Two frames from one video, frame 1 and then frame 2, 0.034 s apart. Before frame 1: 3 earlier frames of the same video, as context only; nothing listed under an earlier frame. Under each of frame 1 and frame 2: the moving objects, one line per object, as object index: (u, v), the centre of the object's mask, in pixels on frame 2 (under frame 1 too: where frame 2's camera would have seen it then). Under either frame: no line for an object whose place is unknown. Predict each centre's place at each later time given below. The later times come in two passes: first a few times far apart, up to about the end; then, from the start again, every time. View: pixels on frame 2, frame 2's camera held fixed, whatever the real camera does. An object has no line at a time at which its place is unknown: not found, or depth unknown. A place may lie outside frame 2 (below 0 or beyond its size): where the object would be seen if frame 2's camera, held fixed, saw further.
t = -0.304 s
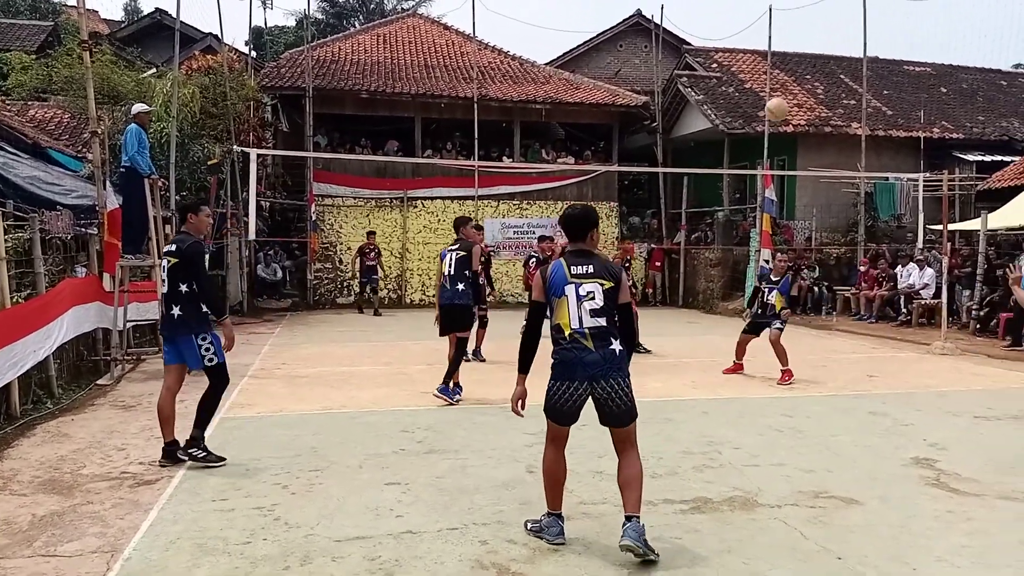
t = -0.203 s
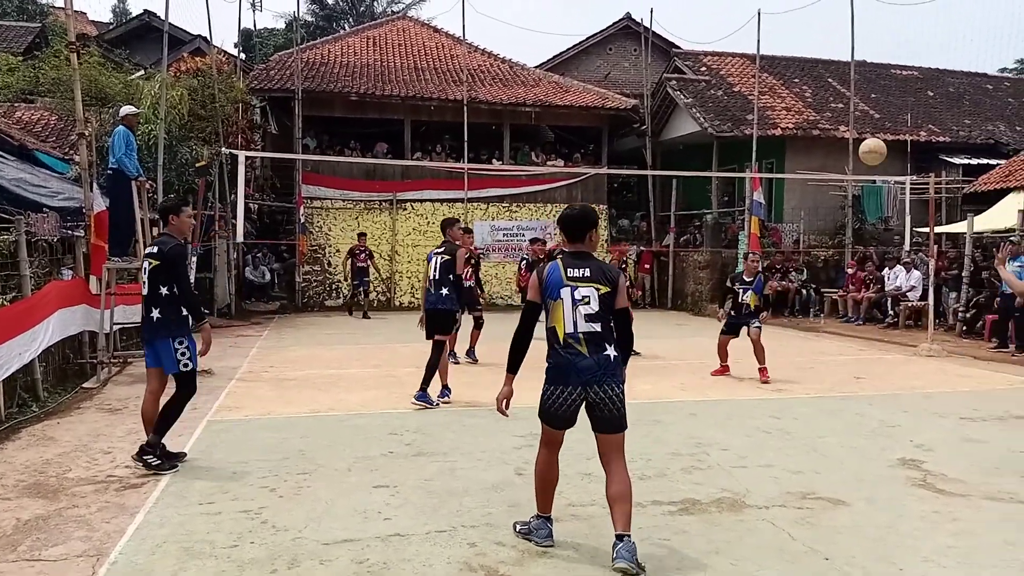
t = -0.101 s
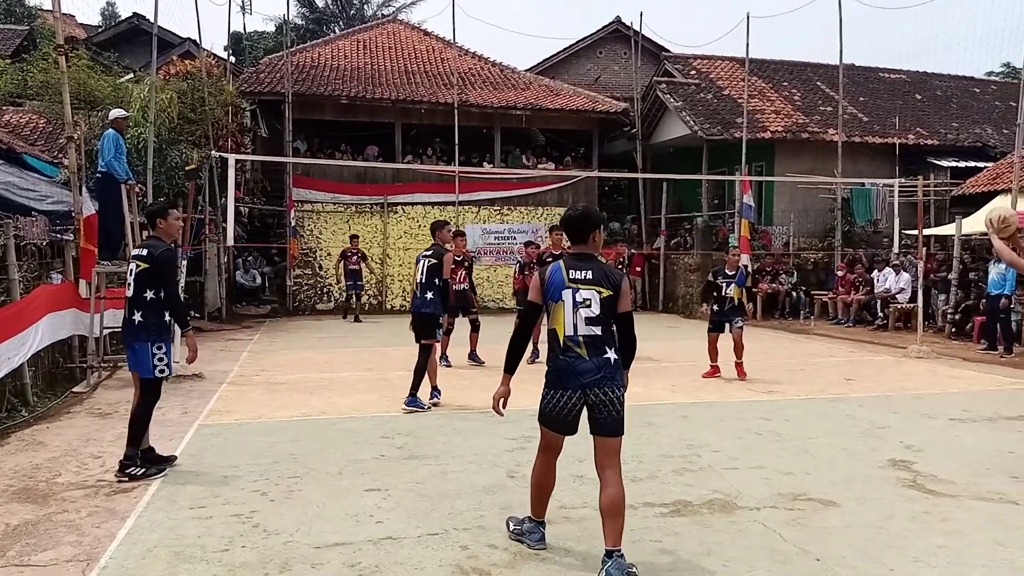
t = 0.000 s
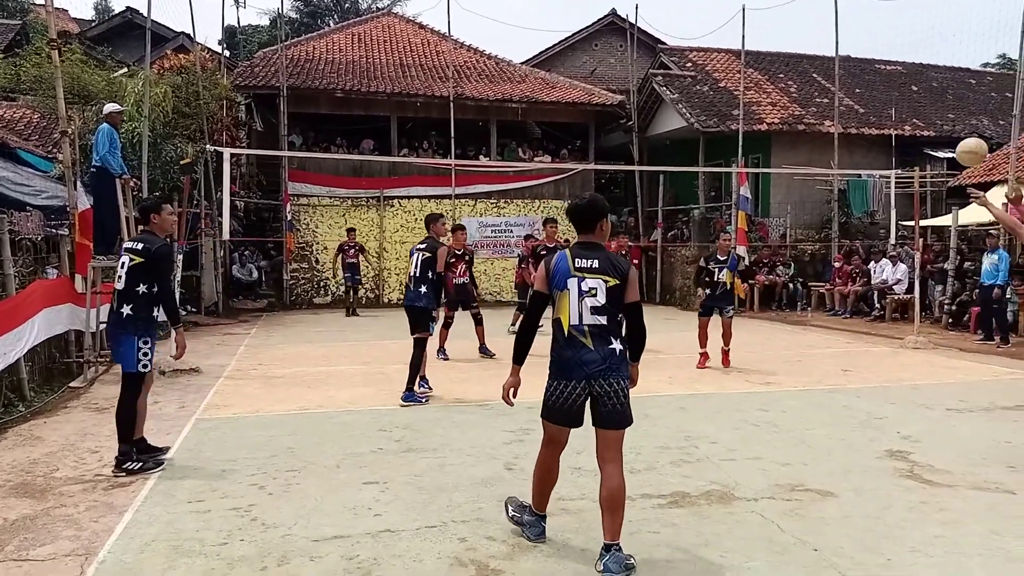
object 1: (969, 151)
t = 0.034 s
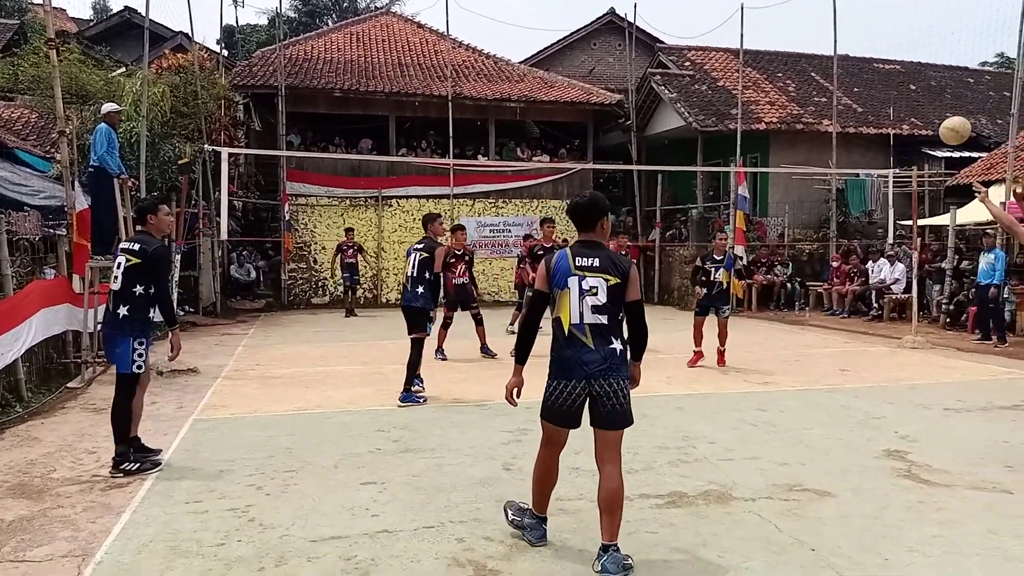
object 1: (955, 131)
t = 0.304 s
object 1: (855, 37)
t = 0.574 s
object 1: (777, 42)
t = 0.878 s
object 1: (709, 126)
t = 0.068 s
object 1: (941, 112)
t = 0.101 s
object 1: (927, 96)
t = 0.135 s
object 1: (914, 81)
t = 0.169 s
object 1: (902, 70)
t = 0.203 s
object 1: (889, 59)
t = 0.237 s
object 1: (877, 51)
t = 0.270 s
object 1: (866, 43)
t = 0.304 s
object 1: (855, 37)
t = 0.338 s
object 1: (844, 33)
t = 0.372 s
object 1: (833, 30)
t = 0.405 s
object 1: (823, 29)
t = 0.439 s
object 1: (813, 29)
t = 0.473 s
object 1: (804, 30)
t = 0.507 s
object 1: (795, 33)
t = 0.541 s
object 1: (786, 37)
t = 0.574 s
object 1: (777, 42)
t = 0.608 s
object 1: (768, 48)
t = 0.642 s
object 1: (760, 54)
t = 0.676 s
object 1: (752, 61)
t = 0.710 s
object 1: (744, 70)
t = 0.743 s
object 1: (736, 80)
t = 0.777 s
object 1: (729, 90)
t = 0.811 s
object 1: (722, 102)
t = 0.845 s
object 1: (715, 113)
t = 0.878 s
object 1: (709, 126)
